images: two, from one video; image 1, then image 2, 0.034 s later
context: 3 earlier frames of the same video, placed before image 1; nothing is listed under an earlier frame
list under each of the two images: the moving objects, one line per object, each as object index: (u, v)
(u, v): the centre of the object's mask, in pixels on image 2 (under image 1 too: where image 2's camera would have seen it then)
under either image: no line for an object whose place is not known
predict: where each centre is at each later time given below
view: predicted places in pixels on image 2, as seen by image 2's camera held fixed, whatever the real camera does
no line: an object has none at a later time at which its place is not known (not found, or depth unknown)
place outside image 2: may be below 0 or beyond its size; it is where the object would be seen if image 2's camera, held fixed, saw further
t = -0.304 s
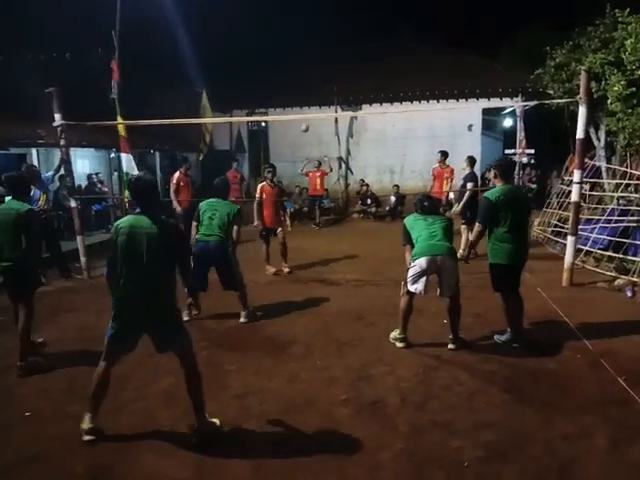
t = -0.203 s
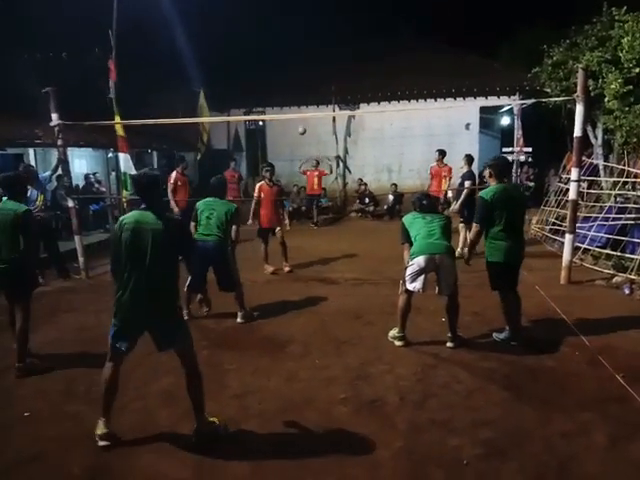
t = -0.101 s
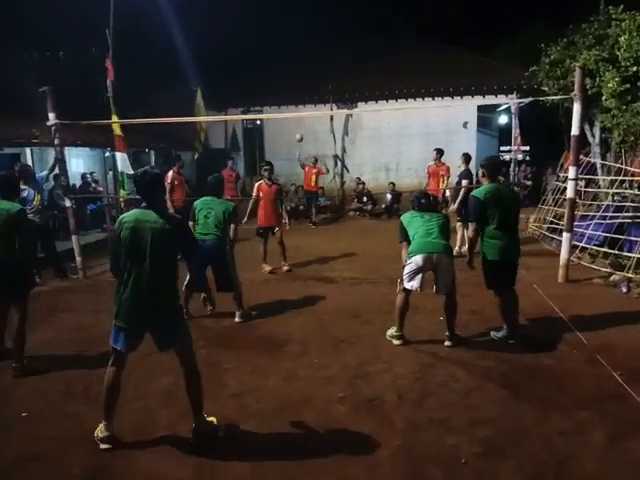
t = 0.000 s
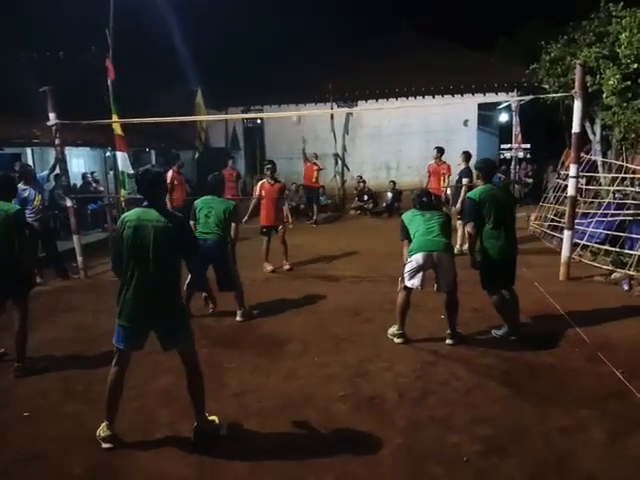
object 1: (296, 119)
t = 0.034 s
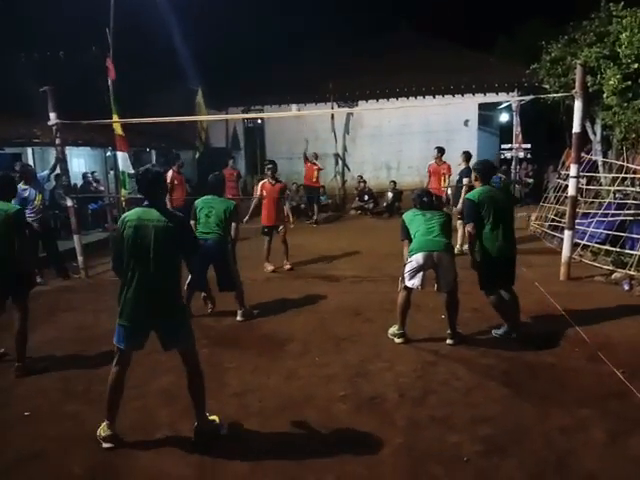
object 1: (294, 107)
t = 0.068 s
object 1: (293, 101)
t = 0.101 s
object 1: (292, 93)
